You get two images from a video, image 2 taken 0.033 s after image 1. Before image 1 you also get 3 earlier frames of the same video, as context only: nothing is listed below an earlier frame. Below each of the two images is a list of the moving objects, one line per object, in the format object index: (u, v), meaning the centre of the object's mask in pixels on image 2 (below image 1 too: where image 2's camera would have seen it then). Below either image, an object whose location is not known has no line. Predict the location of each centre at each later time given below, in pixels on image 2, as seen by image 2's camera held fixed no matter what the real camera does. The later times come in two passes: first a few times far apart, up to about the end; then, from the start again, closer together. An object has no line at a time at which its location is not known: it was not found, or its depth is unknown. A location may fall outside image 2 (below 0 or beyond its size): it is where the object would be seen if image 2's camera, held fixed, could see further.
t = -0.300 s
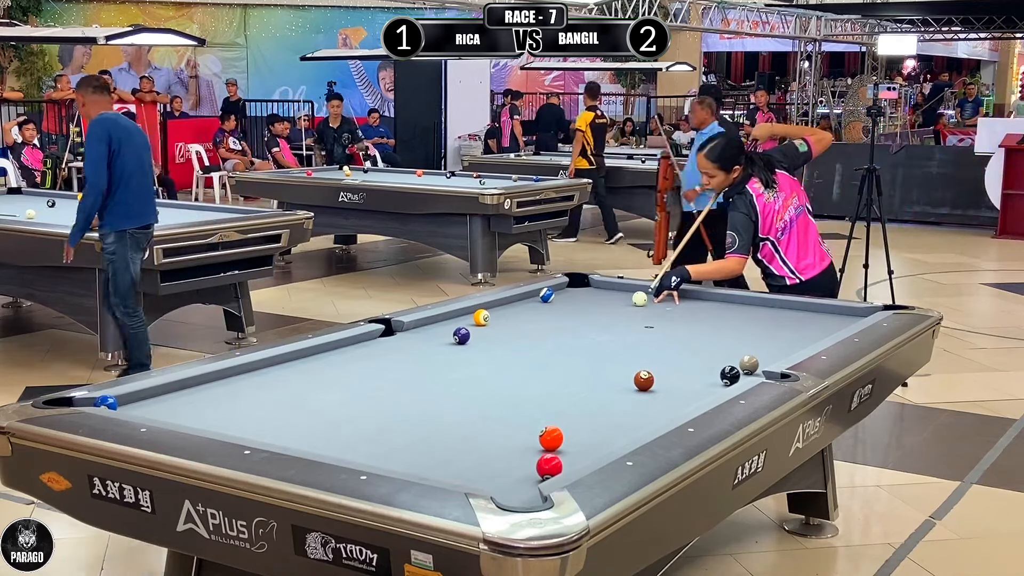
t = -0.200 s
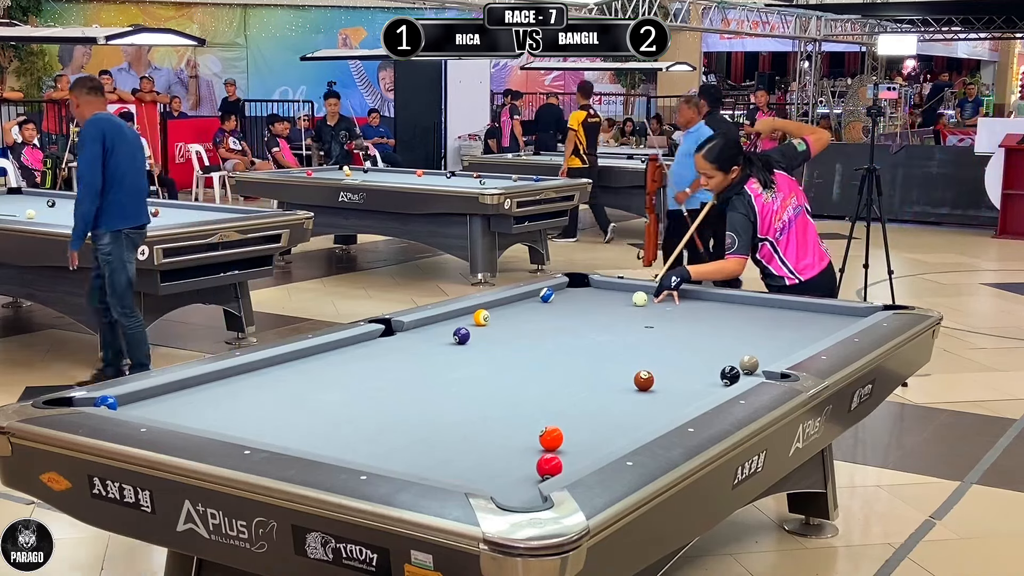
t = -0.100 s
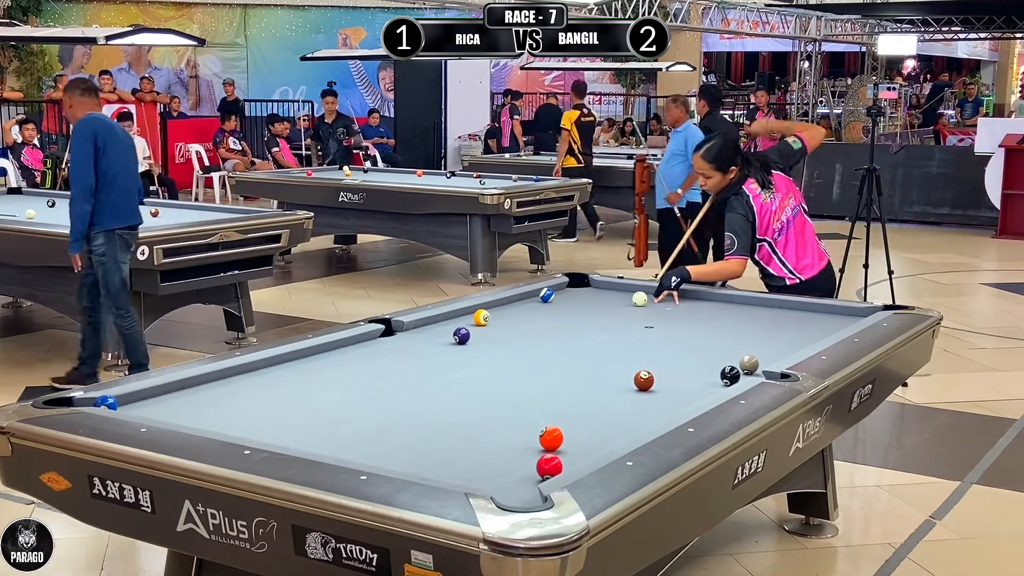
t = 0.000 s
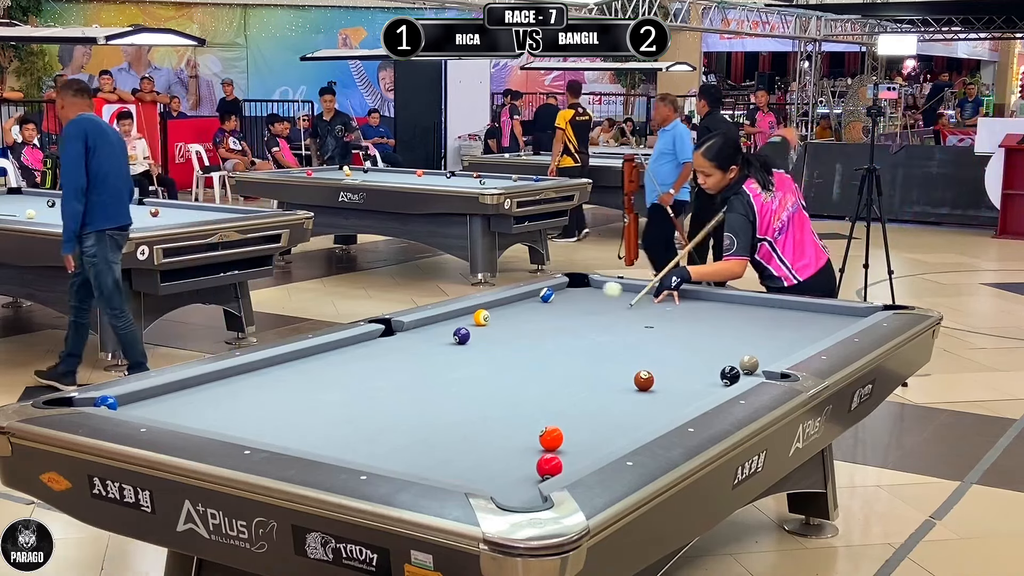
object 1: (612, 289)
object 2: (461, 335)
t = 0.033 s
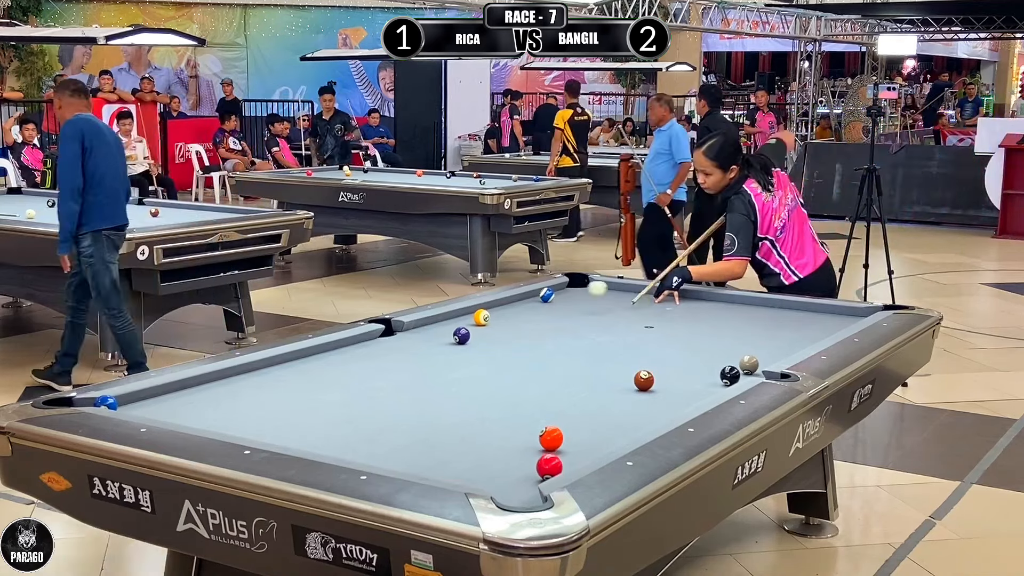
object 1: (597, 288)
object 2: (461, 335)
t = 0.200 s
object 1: (514, 323)
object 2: (461, 335)
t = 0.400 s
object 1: (477, 332)
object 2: (394, 345)
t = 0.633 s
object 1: (475, 347)
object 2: (274, 362)
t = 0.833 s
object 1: (475, 354)
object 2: (225, 382)
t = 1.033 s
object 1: (474, 362)
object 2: (168, 404)
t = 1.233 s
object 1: (473, 369)
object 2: (175, 412)
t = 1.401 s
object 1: (472, 375)
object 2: (227, 405)
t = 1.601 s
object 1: (471, 383)
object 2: (285, 399)
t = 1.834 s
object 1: (470, 392)
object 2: (347, 392)
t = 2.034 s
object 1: (469, 400)
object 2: (397, 386)
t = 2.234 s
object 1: (468, 408)
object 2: (443, 381)
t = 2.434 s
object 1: (467, 416)
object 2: (487, 376)
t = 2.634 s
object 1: (466, 424)
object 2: (528, 372)
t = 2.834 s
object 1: (465, 432)
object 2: (567, 368)
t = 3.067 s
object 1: (464, 441)
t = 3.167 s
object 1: (464, 444)
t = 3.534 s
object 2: (685, 356)
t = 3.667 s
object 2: (705, 354)
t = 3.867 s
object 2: (734, 351)
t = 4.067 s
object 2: (761, 349)
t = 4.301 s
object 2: (791, 346)
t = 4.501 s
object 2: (809, 341)
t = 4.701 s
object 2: (808, 338)
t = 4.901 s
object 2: (807, 336)
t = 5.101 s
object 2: (806, 333)
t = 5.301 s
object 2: (805, 330)
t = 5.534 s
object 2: (803, 327)
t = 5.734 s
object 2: (802, 325)
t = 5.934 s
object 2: (801, 323)
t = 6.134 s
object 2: (799, 321)
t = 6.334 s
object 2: (798, 320)
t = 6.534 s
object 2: (798, 318)
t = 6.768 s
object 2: (796, 317)
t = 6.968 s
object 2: (795, 316)
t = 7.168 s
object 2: (794, 315)
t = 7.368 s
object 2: (793, 314)
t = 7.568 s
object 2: (793, 314)
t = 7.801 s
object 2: (792, 314)
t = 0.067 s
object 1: (582, 290)
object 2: (461, 335)
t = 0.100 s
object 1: (565, 295)
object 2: (461, 335)
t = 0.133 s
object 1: (549, 303)
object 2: (461, 335)
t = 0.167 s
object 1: (532, 314)
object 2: (461, 335)
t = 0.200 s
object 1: (514, 323)
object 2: (461, 335)
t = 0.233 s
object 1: (497, 323)
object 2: (461, 335)
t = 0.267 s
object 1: (479, 326)
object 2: (461, 335)
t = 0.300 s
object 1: (475, 324)
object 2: (448, 336)
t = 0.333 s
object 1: (475, 324)
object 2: (430, 339)
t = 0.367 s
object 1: (476, 326)
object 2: (412, 342)
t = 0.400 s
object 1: (477, 332)
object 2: (394, 345)
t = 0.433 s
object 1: (477, 339)
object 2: (376, 349)
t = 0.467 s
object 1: (476, 339)
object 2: (360, 350)
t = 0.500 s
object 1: (476, 339)
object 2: (342, 352)
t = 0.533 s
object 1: (476, 343)
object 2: (325, 355)
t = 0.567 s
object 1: (475, 344)
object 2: (308, 358)
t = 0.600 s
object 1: (476, 346)
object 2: (292, 360)
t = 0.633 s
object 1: (475, 347)
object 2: (274, 362)
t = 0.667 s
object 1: (475, 349)
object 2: (265, 366)
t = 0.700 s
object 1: (475, 350)
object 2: (257, 368)
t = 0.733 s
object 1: (475, 351)
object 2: (250, 373)
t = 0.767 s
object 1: (475, 352)
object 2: (242, 375)
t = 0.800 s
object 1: (475, 353)
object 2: (234, 379)
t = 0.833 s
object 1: (475, 354)
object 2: (225, 382)
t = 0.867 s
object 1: (474, 356)
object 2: (215, 385)
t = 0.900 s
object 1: (474, 357)
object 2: (207, 390)
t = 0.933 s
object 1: (474, 358)
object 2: (197, 393)
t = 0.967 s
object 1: (474, 359)
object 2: (188, 397)
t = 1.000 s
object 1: (474, 361)
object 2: (178, 400)
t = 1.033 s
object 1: (474, 362)
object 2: (168, 404)
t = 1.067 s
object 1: (474, 363)
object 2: (158, 408)
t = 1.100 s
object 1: (473, 364)
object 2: (148, 410)
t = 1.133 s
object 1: (473, 365)
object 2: (140, 411)
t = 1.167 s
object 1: (473, 367)
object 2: (152, 411)
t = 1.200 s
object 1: (473, 368)
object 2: (164, 412)
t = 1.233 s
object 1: (473, 369)
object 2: (175, 412)
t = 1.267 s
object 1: (472, 370)
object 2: (186, 411)
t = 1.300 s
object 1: (472, 372)
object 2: (196, 409)
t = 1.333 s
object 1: (472, 373)
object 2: (207, 408)
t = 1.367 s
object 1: (472, 374)
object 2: (217, 407)
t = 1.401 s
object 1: (472, 375)
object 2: (227, 405)
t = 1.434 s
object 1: (472, 377)
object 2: (237, 405)
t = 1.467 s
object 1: (472, 378)
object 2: (247, 403)
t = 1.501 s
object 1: (472, 379)
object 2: (256, 402)
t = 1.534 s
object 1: (471, 381)
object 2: (266, 401)
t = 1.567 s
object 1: (471, 382)
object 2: (275, 400)
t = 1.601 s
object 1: (471, 383)
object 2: (285, 399)
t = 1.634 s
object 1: (471, 384)
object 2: (294, 398)
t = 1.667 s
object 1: (471, 386)
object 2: (303, 397)
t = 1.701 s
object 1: (470, 387)
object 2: (312, 396)
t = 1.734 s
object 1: (470, 388)
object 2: (321, 394)
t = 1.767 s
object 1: (470, 390)
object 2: (330, 393)
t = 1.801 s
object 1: (470, 391)
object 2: (339, 392)
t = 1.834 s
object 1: (470, 392)
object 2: (347, 392)
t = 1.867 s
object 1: (470, 394)
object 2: (356, 391)
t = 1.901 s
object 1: (470, 395)
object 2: (364, 390)
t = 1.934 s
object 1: (470, 397)
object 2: (372, 389)
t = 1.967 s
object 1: (469, 398)
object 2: (381, 388)
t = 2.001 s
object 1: (469, 399)
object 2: (389, 387)
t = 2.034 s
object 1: (469, 400)
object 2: (397, 386)
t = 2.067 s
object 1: (469, 402)
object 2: (405, 385)
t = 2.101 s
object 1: (469, 403)
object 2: (412, 385)
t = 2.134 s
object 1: (468, 404)
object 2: (420, 384)
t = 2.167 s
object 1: (468, 406)
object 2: (428, 383)
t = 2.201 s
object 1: (468, 407)
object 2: (436, 382)
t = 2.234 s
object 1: (468, 408)
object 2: (443, 381)
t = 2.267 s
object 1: (468, 410)
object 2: (451, 380)
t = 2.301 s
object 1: (468, 411)
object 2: (458, 380)
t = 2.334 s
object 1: (468, 412)
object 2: (465, 378)
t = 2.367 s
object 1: (467, 413)
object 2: (473, 379)
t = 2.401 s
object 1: (467, 415)
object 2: (480, 377)
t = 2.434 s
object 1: (467, 416)
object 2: (487, 376)
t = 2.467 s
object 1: (467, 417)
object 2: (494, 376)
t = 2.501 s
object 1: (467, 419)
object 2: (501, 375)
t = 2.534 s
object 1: (467, 420)
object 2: (508, 374)
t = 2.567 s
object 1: (467, 422)
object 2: (515, 373)
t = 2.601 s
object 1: (467, 423)
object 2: (521, 373)
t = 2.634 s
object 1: (466, 424)
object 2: (528, 372)
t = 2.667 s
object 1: (466, 425)
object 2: (534, 372)
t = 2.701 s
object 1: (466, 426)
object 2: (541, 371)
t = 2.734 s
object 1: (466, 428)
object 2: (547, 370)
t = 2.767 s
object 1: (465, 429)
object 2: (554, 369)
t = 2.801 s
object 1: (465, 430)
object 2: (560, 369)
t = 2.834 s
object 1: (465, 432)
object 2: (567, 368)
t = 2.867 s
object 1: (465, 433)
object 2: (573, 367)
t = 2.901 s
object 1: (465, 434)
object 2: (579, 367)
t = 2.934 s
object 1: (465, 436)
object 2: (585, 367)
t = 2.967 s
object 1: (464, 437)
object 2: (590, 366)
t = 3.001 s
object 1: (465, 438)
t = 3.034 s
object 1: (465, 440)
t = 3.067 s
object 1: (464, 441)
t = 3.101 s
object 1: (464, 442)
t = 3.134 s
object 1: (464, 444)
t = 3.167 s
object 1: (464, 444)
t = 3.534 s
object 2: (685, 356)
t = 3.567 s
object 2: (690, 355)
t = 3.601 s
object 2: (695, 355)
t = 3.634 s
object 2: (700, 354)
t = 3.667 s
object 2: (705, 354)
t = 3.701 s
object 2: (710, 354)
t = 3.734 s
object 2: (715, 353)
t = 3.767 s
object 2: (720, 352)
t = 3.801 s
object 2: (725, 352)
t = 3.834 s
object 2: (729, 351)
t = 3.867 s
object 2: (734, 351)
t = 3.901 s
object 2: (738, 350)
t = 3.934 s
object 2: (743, 349)
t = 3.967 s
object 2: (748, 349)
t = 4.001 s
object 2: (753, 348)
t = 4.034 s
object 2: (757, 349)
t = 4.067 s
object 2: (761, 349)
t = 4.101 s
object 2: (766, 348)
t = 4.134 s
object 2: (770, 348)
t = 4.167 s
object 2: (775, 347)
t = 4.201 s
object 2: (779, 347)
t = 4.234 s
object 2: (783, 347)
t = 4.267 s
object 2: (787, 346)
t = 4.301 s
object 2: (791, 346)
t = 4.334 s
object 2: (795, 345)
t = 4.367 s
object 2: (799, 344)
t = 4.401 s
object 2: (803, 342)
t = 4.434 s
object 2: (806, 341)
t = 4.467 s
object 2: (808, 341)
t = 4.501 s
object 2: (809, 341)
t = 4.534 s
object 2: (808, 340)
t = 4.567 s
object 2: (808, 340)
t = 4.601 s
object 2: (808, 340)
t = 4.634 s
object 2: (808, 339)
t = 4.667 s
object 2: (808, 339)
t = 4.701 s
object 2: (808, 338)
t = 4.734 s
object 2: (808, 338)
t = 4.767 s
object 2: (808, 338)
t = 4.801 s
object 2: (808, 338)
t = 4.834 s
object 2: (807, 337)
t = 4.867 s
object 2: (807, 337)
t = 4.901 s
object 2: (807, 336)
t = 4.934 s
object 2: (807, 336)
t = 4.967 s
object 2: (807, 335)
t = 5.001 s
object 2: (807, 335)
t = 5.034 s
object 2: (807, 334)
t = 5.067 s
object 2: (806, 333)
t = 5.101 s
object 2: (806, 333)
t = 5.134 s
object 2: (806, 332)
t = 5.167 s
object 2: (806, 332)
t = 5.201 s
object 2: (806, 332)
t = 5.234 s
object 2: (806, 331)
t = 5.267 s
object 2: (805, 331)
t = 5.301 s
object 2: (805, 330)
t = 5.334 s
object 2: (805, 330)
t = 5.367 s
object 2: (805, 329)
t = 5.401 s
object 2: (804, 329)
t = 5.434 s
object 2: (804, 329)
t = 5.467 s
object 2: (804, 328)
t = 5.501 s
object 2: (803, 328)
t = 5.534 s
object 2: (803, 327)
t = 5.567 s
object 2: (803, 327)
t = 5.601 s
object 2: (803, 326)
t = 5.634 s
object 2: (802, 326)
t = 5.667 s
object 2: (802, 326)
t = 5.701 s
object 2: (802, 325)
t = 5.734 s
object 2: (802, 325)
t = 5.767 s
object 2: (802, 325)
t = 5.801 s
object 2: (801, 324)
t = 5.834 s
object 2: (801, 324)
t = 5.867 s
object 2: (801, 324)
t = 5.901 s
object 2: (801, 323)
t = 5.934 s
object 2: (801, 323)
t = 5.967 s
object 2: (800, 323)
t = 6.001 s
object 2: (800, 322)
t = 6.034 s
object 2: (800, 322)
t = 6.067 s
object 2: (800, 322)
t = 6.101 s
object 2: (800, 322)
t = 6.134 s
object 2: (799, 321)
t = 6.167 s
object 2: (799, 321)
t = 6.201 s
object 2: (799, 321)
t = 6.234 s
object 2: (799, 320)
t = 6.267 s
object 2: (799, 320)
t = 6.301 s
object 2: (799, 320)
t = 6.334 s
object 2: (798, 320)
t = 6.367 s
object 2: (798, 320)
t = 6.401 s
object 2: (798, 319)
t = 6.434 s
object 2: (798, 319)
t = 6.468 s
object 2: (798, 319)
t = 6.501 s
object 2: (798, 319)
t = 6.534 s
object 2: (798, 318)
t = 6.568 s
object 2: (797, 318)
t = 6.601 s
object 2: (797, 318)
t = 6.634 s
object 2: (797, 318)
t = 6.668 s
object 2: (797, 318)
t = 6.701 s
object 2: (797, 317)
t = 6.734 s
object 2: (797, 317)
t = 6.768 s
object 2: (796, 317)
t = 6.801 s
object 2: (796, 317)
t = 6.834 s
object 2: (796, 317)
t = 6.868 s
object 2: (796, 316)
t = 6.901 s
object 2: (796, 316)
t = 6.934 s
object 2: (795, 316)
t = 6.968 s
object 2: (795, 316)
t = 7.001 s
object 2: (795, 316)
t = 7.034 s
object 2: (795, 316)
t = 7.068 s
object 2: (794, 315)
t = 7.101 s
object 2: (794, 315)
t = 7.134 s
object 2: (794, 315)
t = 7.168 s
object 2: (794, 315)
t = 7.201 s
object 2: (794, 315)
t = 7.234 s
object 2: (794, 315)
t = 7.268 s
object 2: (794, 315)
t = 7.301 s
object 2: (794, 314)
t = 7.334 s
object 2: (793, 314)
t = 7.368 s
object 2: (793, 314)
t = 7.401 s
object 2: (793, 314)
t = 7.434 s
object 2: (793, 314)
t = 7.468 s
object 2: (793, 314)
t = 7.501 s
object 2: (793, 314)
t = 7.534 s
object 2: (793, 314)
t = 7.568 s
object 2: (793, 314)
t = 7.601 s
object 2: (793, 314)
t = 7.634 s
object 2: (793, 314)
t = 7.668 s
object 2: (793, 314)
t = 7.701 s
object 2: (793, 314)
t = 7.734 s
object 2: (793, 314)
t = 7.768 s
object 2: (792, 314)
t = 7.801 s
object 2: (792, 314)
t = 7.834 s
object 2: (792, 314)
